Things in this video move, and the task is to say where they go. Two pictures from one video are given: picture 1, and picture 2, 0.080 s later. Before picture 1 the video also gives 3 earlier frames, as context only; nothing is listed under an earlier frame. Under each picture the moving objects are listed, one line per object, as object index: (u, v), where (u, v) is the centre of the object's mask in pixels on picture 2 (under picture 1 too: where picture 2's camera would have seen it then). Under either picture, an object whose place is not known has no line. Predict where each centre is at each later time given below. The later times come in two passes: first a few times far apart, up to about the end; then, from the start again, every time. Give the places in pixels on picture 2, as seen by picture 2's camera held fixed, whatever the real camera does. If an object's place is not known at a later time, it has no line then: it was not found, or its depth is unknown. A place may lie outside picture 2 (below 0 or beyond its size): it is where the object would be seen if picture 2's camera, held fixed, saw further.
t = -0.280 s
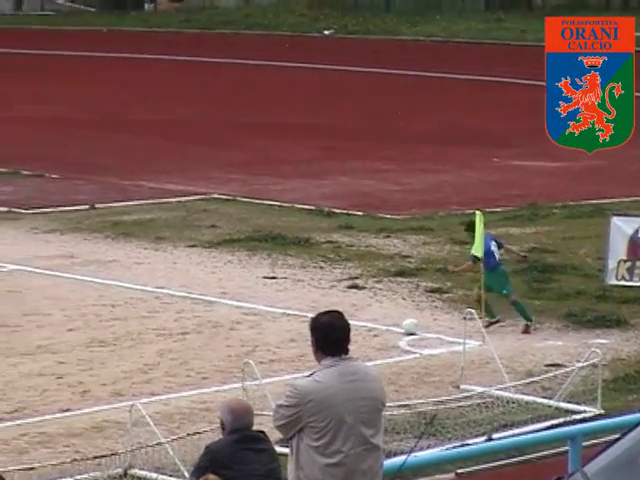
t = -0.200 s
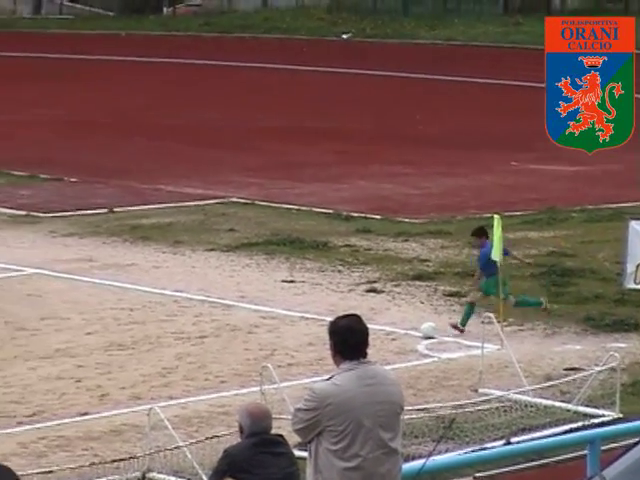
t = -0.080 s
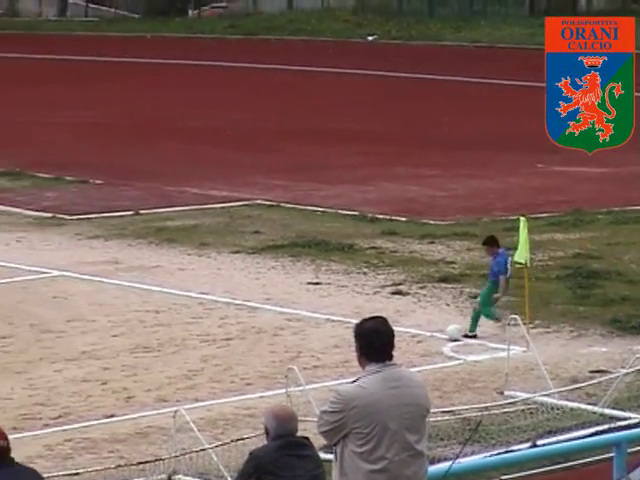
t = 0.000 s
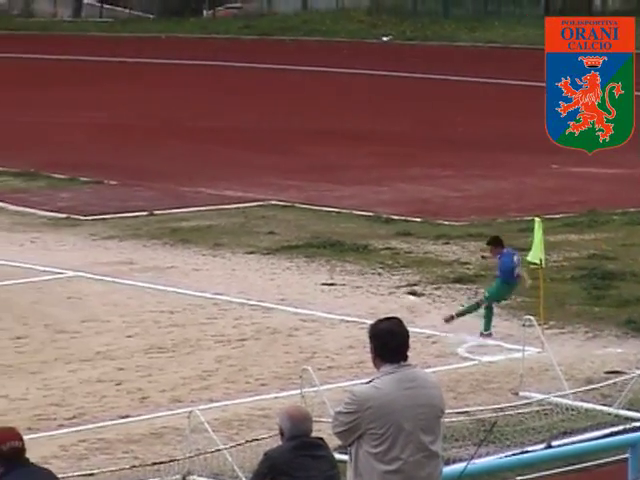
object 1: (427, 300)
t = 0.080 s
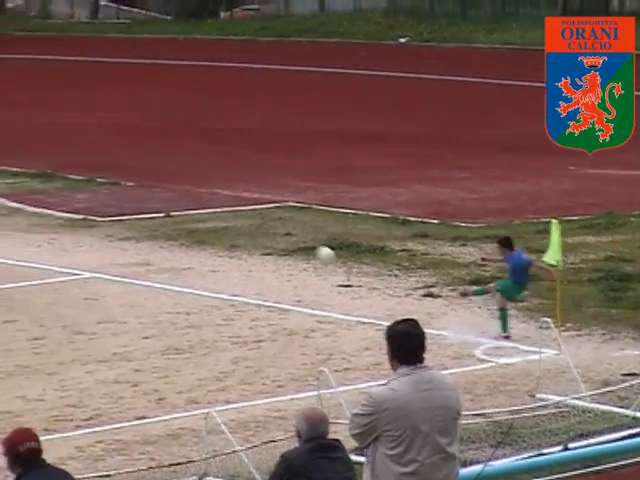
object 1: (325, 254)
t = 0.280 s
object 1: (103, 161)
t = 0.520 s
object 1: (-130, 100)
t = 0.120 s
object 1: (277, 232)
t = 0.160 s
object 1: (231, 212)
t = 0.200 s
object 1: (187, 194)
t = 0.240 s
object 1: (145, 177)
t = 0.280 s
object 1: (103, 161)
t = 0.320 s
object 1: (62, 148)
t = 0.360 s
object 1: (22, 135)
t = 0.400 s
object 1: (-17, 125)
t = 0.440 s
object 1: (-55, 115)
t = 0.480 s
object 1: (-93, 107)
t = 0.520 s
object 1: (-130, 100)
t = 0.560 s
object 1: (-166, 94)
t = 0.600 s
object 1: (-202, 88)
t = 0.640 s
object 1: (-237, 85)
